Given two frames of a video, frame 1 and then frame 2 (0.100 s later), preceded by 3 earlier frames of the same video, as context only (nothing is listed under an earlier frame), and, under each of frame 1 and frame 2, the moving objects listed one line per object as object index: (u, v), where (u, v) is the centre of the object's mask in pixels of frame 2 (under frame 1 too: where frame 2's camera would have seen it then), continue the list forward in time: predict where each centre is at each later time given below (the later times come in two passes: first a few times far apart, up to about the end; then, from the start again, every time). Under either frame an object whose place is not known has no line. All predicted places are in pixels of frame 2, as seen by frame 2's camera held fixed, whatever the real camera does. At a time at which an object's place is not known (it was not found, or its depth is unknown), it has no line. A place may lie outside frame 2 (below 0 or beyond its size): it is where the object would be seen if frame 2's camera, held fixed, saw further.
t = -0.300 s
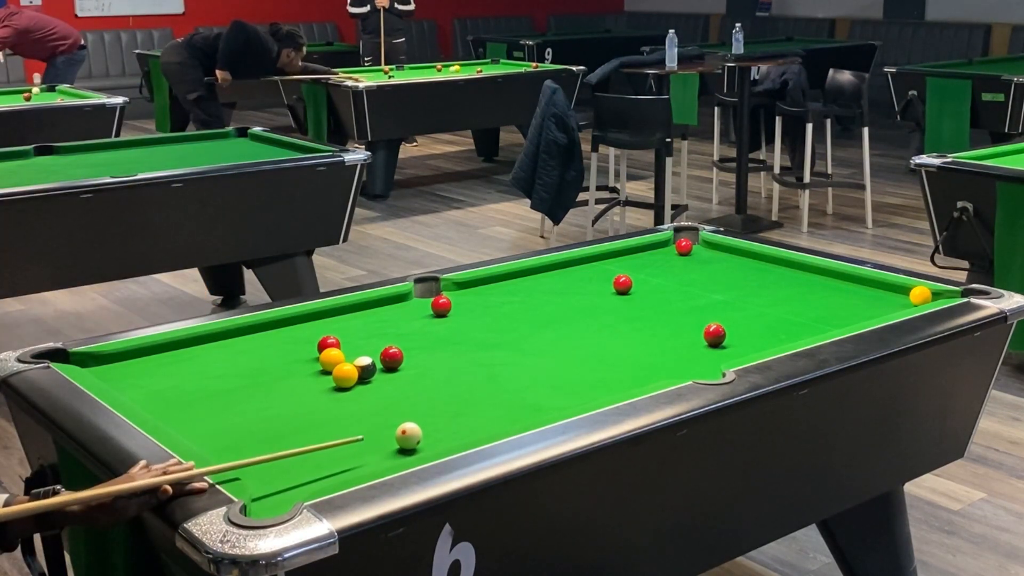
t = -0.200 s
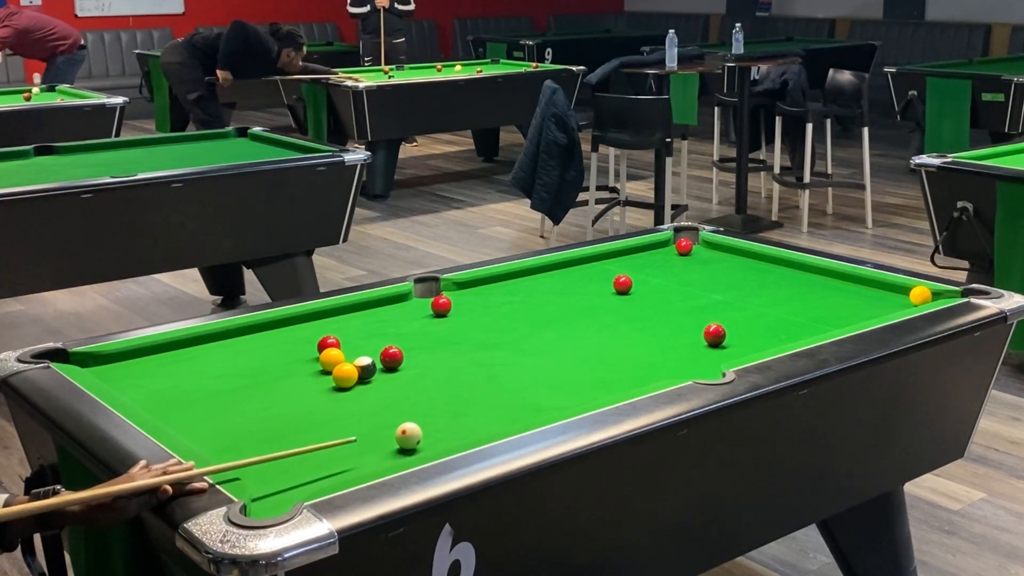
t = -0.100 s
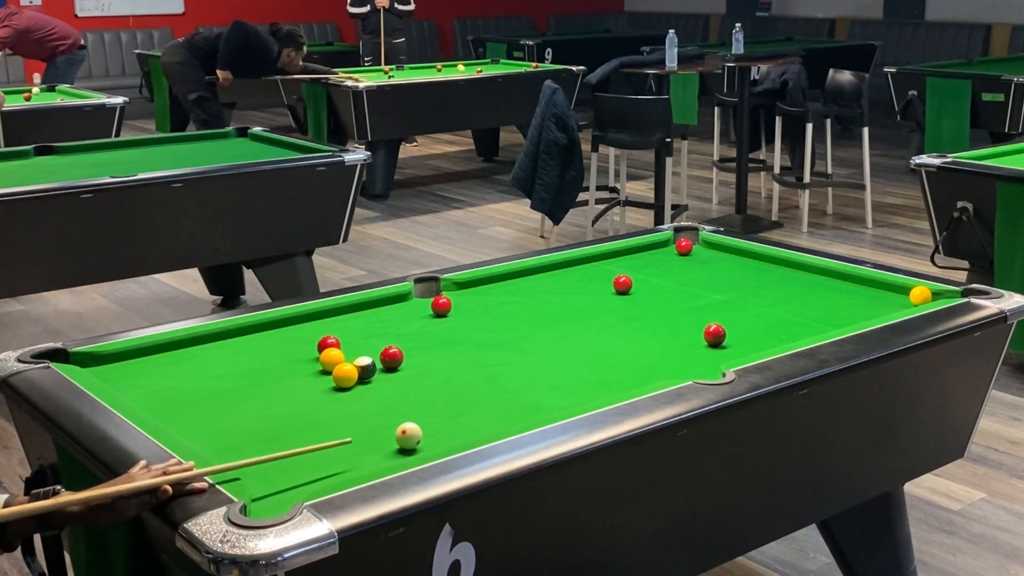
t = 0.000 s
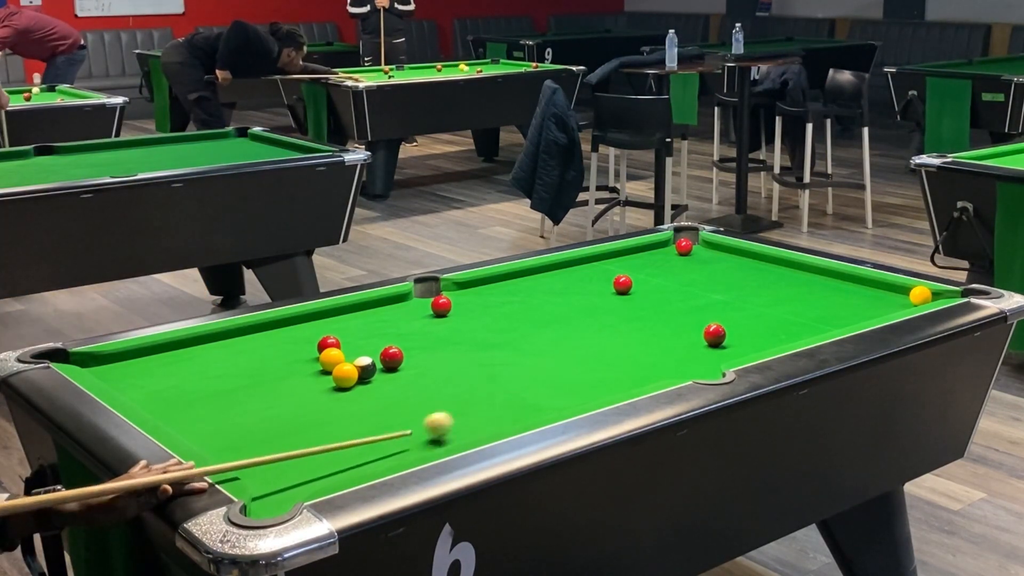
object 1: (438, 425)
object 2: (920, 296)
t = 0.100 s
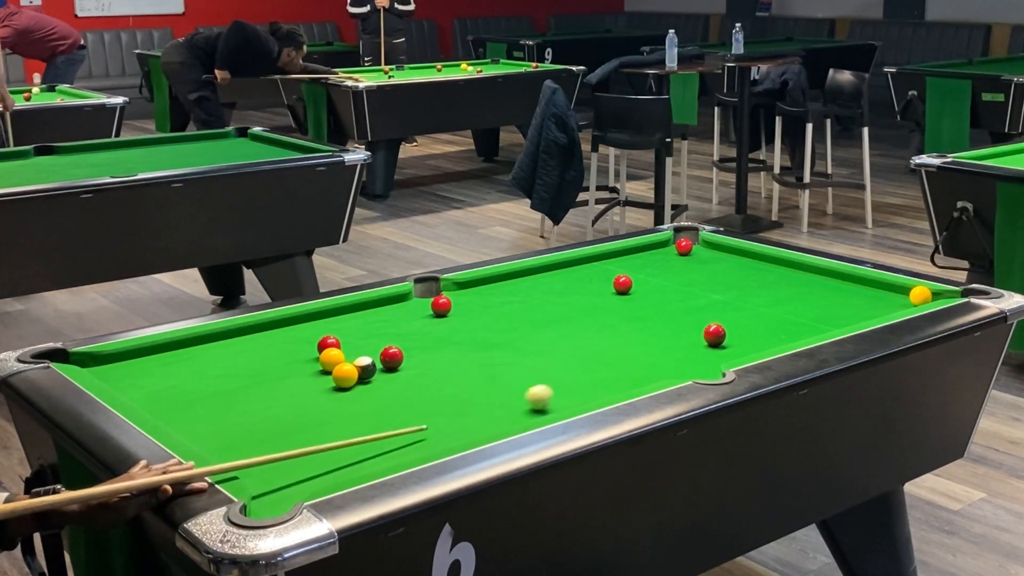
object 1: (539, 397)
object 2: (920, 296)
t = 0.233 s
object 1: (645, 367)
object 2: (920, 296)
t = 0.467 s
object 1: (797, 325)
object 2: (920, 296)
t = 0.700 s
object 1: (895, 290)
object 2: (940, 294)
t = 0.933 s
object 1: (816, 285)
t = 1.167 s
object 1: (751, 283)
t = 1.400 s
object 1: (692, 279)
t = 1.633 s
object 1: (637, 276)
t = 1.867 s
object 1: (584, 274)
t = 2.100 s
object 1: (535, 271)
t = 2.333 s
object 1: (529, 278)
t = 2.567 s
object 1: (528, 286)
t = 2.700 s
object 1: (527, 290)
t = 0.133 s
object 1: (568, 389)
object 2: (920, 296)
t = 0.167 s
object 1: (596, 381)
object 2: (920, 296)
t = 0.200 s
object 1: (621, 374)
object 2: (920, 296)
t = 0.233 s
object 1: (645, 367)
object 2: (920, 296)
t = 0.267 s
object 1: (669, 360)
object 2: (920, 296)
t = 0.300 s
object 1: (692, 354)
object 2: (920, 296)
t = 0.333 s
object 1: (714, 348)
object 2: (920, 296)
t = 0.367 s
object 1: (736, 341)
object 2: (920, 296)
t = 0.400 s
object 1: (757, 336)
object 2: (920, 296)
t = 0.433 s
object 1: (776, 330)
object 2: (920, 296)
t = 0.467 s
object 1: (797, 325)
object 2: (920, 296)
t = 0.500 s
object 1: (816, 320)
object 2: (920, 296)
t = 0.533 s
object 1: (834, 314)
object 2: (920, 296)
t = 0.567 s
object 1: (852, 309)
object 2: (920, 296)
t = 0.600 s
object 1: (869, 304)
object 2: (920, 296)
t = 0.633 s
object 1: (886, 300)
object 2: (920, 296)
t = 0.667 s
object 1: (899, 295)
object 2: (923, 295)
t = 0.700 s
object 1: (895, 290)
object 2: (940, 294)
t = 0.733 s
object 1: (889, 287)
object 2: (954, 293)
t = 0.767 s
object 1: (874, 287)
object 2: (966, 295)
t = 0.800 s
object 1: (860, 287)
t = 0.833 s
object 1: (848, 287)
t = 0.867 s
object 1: (836, 286)
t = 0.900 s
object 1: (826, 286)
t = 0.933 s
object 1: (816, 285)
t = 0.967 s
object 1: (806, 285)
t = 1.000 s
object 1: (797, 285)
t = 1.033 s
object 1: (788, 284)
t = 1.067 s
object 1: (778, 284)
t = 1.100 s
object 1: (769, 283)
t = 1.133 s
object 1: (760, 283)
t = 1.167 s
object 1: (751, 283)
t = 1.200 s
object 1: (743, 282)
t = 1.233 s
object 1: (734, 282)
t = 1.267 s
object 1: (725, 281)
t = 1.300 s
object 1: (717, 281)
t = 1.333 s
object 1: (708, 280)
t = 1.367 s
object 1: (700, 280)
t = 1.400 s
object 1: (692, 279)
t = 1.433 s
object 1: (683, 279)
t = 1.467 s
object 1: (675, 278)
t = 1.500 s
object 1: (667, 278)
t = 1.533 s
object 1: (660, 278)
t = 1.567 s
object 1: (651, 277)
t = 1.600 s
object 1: (644, 277)
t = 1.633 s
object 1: (637, 276)
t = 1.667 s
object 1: (630, 274)
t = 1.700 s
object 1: (620, 272)
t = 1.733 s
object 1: (612, 274)
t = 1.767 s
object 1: (605, 275)
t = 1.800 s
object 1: (598, 274)
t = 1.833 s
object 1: (591, 274)
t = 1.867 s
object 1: (584, 274)
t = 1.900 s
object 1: (577, 273)
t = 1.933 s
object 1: (570, 273)
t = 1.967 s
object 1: (562, 273)
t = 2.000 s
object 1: (556, 272)
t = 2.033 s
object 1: (548, 272)
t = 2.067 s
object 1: (542, 271)
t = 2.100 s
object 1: (535, 271)
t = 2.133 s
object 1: (531, 271)
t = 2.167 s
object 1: (531, 272)
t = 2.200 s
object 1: (531, 274)
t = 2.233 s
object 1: (530, 275)
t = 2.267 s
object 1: (530, 276)
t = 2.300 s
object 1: (530, 277)
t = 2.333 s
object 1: (529, 278)
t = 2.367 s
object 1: (530, 279)
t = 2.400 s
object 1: (529, 281)
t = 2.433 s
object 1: (529, 282)
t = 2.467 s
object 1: (529, 283)
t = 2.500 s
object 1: (528, 284)
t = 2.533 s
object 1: (529, 285)
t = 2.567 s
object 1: (528, 286)
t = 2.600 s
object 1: (528, 287)
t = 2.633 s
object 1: (528, 288)
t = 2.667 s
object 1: (527, 289)
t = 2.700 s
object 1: (527, 290)
